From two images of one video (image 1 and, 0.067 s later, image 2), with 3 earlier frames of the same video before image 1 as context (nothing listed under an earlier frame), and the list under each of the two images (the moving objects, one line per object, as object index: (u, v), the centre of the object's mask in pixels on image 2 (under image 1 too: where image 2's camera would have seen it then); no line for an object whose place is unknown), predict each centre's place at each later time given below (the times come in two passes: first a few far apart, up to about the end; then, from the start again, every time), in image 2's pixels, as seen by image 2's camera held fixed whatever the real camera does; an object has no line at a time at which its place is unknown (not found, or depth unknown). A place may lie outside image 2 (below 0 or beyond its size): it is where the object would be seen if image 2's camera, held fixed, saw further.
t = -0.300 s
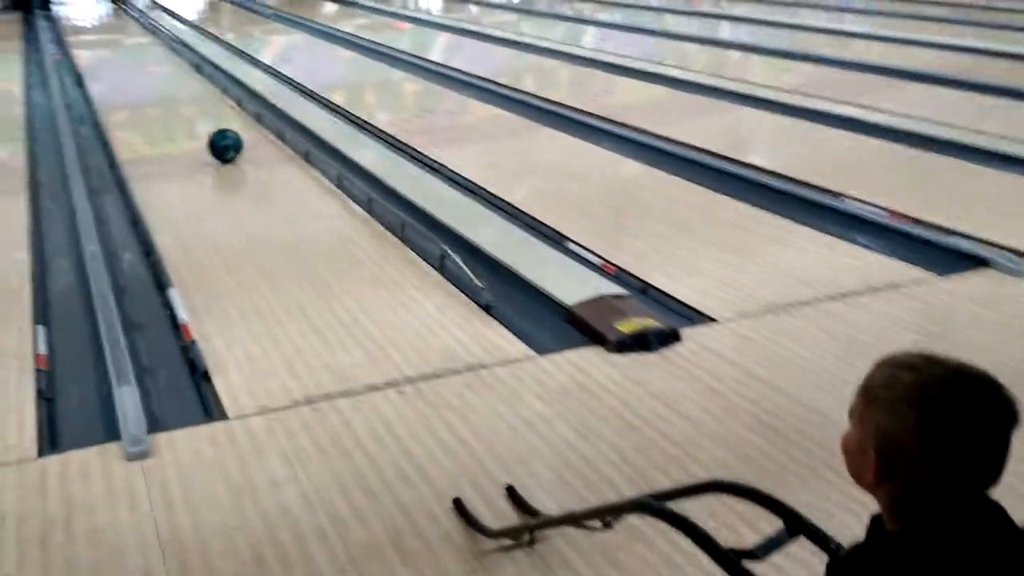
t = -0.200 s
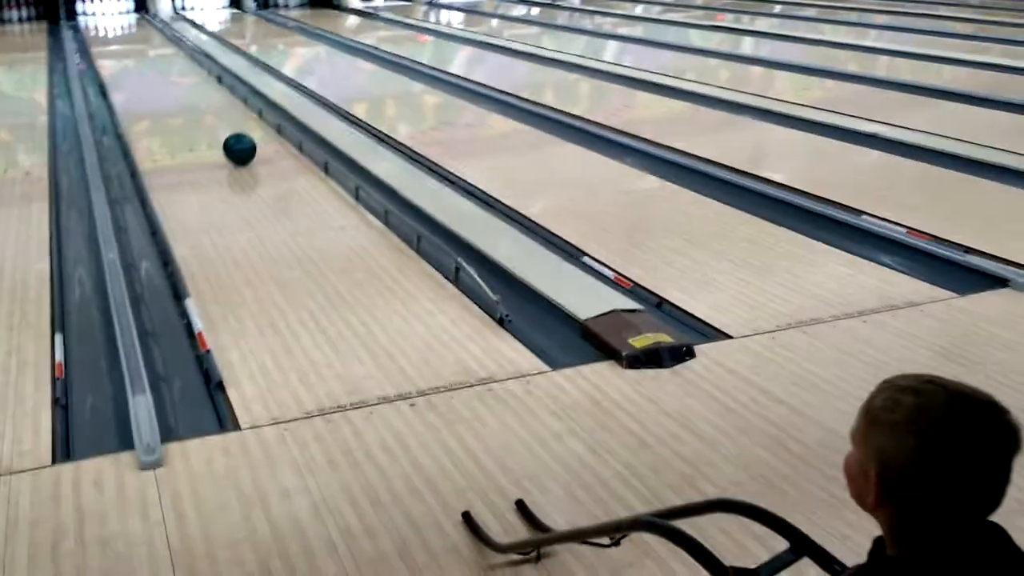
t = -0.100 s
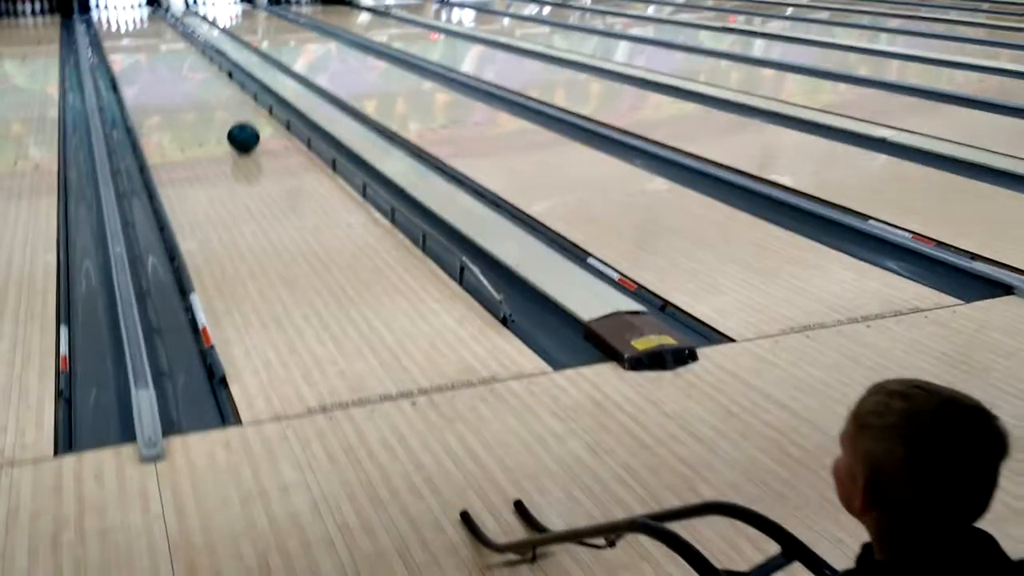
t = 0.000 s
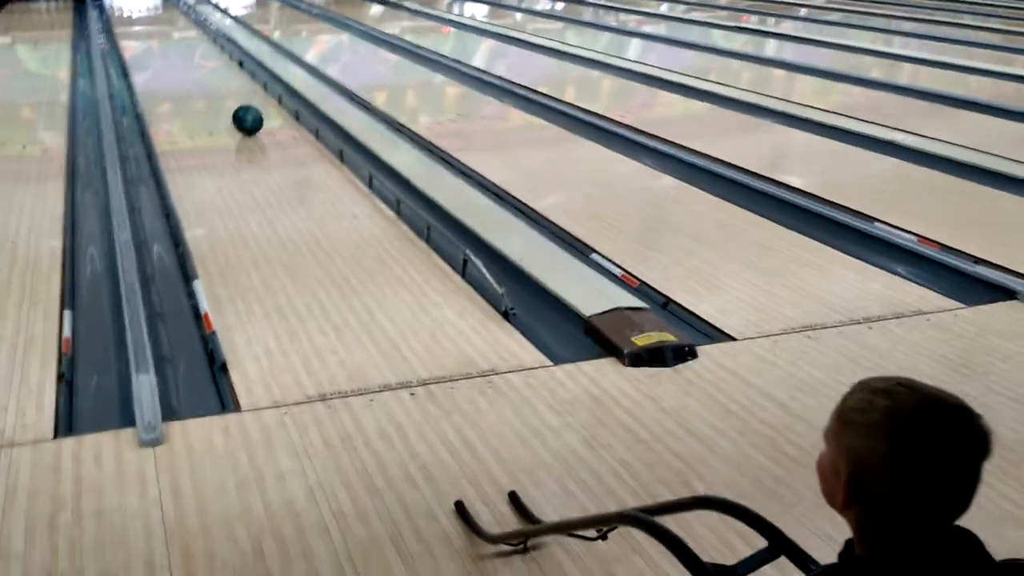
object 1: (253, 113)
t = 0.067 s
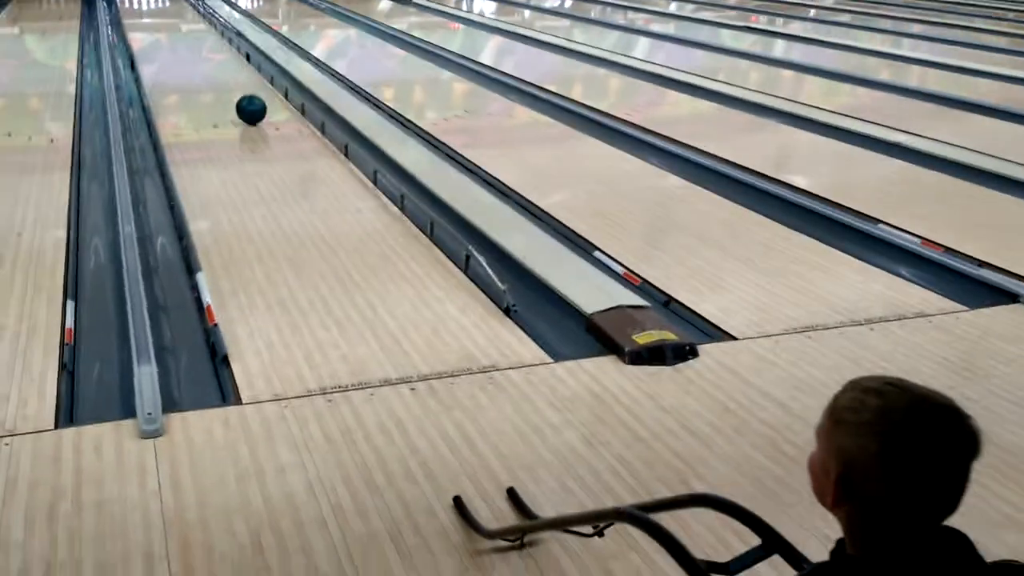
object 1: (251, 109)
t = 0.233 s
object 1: (246, 99)
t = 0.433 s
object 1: (241, 89)
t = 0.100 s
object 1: (250, 107)
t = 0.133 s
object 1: (249, 105)
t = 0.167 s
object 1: (248, 103)
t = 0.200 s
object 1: (247, 101)
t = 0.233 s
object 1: (246, 99)
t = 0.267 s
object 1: (245, 97)
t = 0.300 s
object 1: (244, 96)
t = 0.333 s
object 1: (243, 94)
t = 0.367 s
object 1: (243, 92)
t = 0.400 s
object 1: (242, 90)
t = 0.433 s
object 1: (241, 89)
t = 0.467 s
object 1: (240, 87)
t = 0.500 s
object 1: (239, 85)
